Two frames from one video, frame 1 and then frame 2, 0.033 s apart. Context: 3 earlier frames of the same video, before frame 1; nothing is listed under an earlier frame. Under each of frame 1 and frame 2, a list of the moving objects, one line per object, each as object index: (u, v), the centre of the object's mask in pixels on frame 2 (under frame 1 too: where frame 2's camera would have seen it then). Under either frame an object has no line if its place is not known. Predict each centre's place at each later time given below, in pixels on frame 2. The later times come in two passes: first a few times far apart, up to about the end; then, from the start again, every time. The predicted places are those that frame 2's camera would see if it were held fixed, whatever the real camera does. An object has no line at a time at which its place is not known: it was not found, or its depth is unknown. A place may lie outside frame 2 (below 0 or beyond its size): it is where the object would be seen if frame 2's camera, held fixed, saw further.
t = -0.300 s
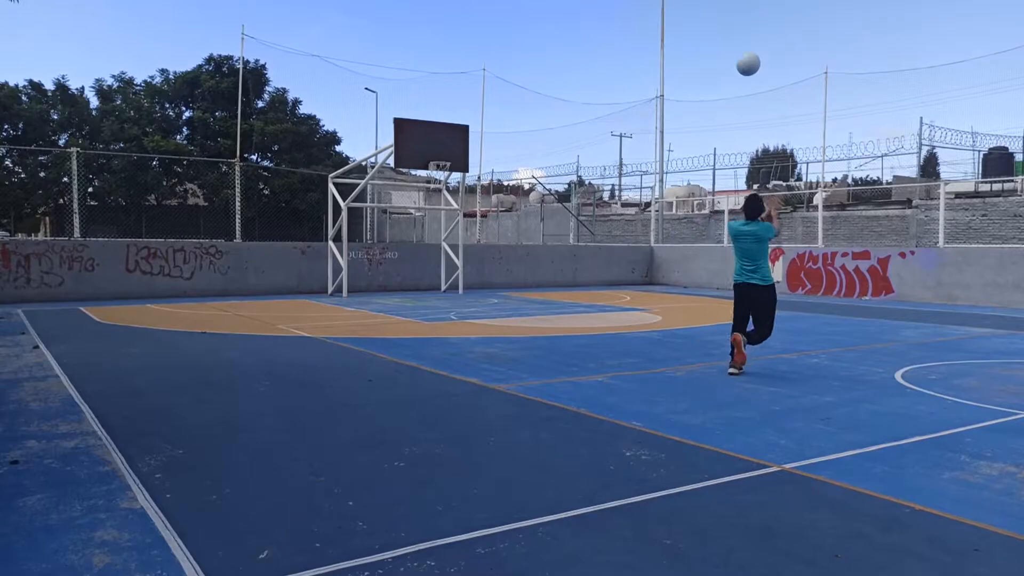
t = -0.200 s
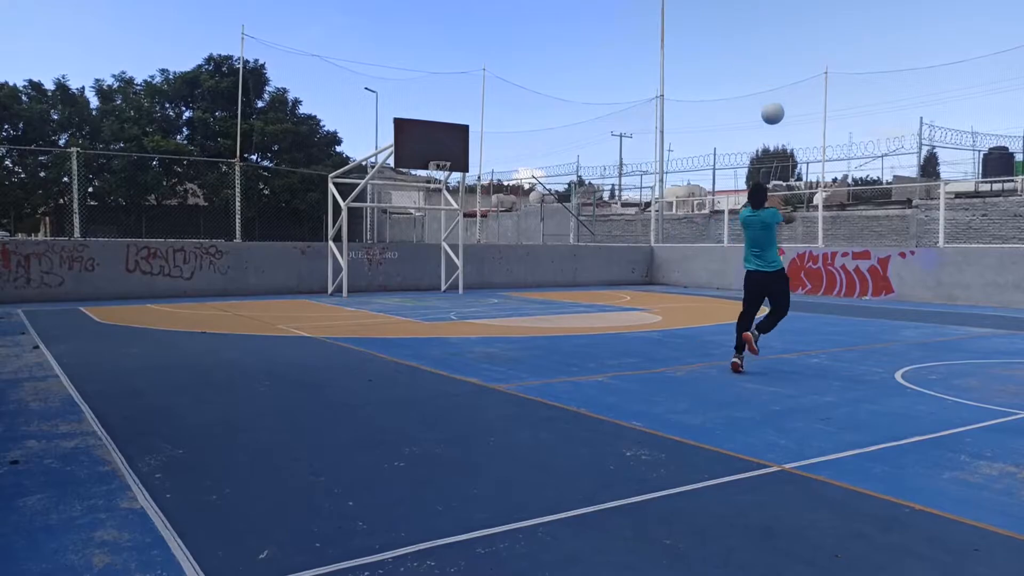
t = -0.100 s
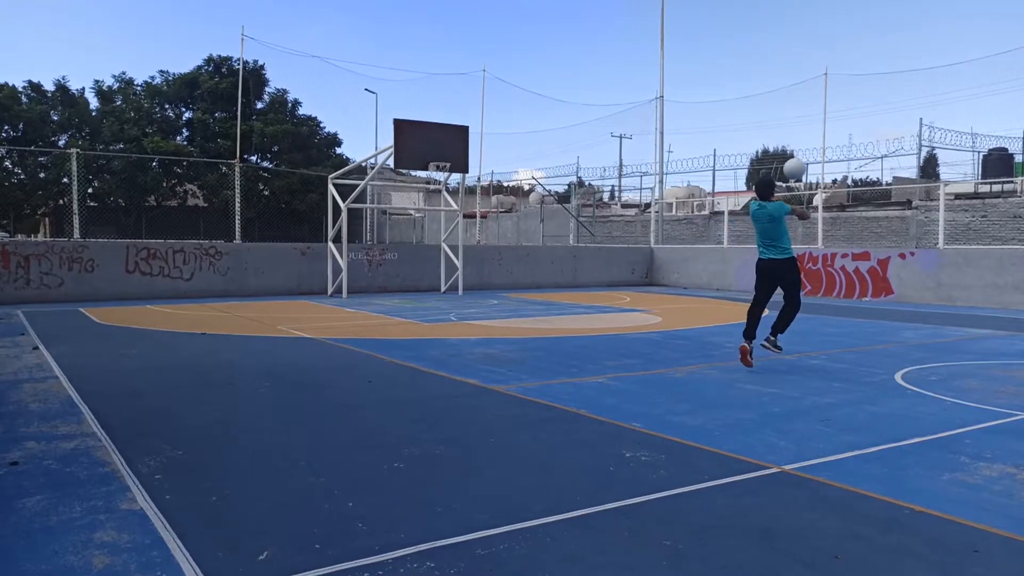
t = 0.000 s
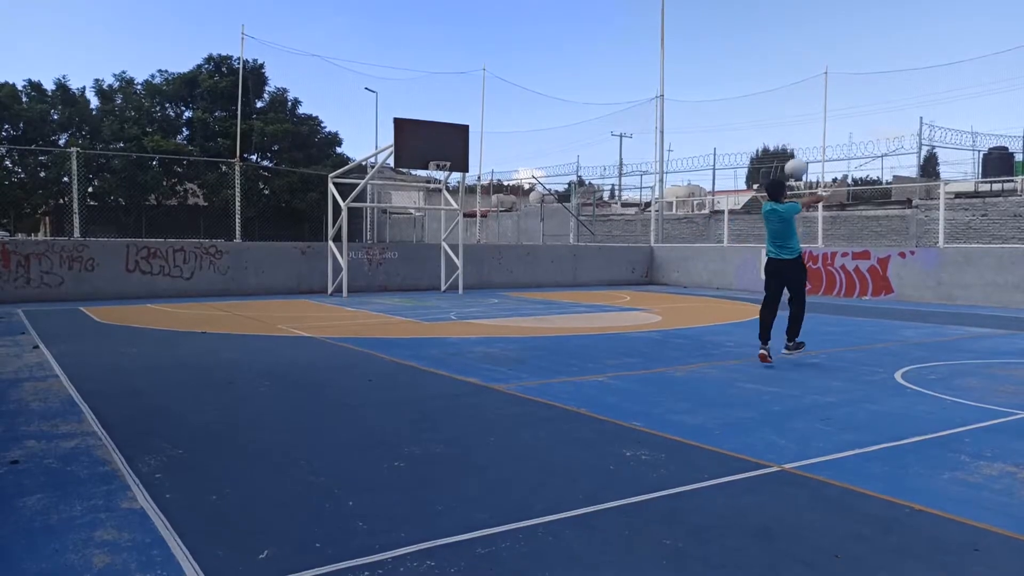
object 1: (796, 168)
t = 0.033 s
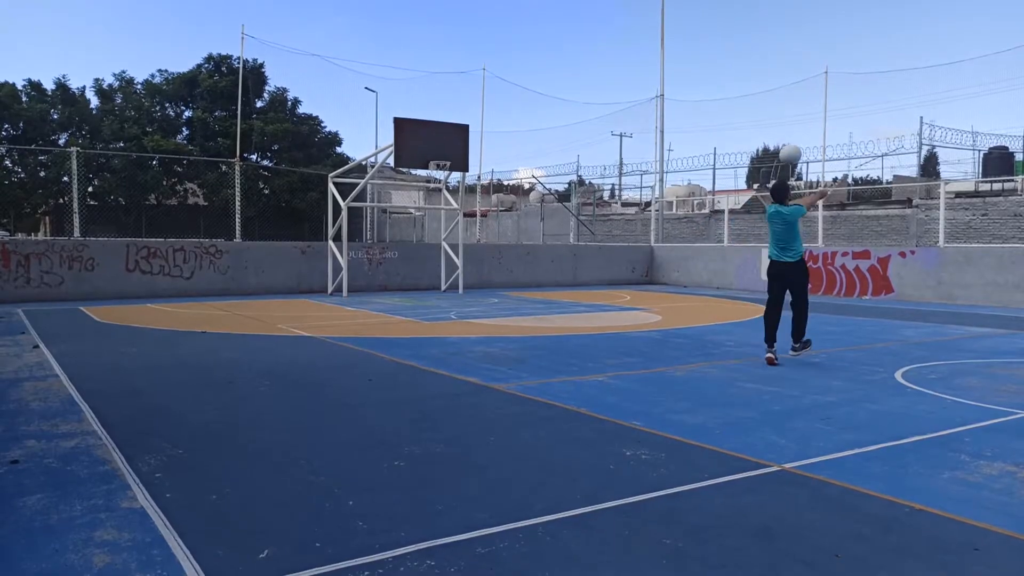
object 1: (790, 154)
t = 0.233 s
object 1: (757, 96)
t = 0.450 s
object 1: (720, 76)
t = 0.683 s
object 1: (680, 105)
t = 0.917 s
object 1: (640, 183)
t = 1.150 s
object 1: (601, 306)
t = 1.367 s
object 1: (567, 279)
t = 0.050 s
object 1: (787, 148)
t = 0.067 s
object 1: (785, 142)
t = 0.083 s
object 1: (782, 136)
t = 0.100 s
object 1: (779, 131)
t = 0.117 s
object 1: (776, 125)
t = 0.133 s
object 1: (774, 120)
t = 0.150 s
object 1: (771, 115)
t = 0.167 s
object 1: (768, 111)
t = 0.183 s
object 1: (766, 107)
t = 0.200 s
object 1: (763, 103)
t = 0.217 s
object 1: (760, 99)
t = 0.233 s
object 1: (757, 96)
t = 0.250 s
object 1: (755, 93)
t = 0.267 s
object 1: (752, 90)
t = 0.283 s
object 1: (749, 87)
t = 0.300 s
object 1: (746, 85)
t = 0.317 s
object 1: (743, 83)
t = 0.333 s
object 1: (740, 81)
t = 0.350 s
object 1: (737, 79)
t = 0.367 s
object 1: (734, 78)
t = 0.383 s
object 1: (731, 77)
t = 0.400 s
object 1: (729, 76)
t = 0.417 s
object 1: (726, 76)
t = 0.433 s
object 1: (723, 76)
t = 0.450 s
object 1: (720, 76)
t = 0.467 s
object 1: (717, 77)
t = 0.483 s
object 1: (714, 77)
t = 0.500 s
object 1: (711, 78)
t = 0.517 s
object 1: (708, 79)
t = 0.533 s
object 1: (706, 80)
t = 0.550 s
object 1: (703, 82)
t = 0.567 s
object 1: (700, 84)
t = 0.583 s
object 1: (697, 86)
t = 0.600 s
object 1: (694, 89)
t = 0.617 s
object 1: (691, 92)
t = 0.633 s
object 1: (689, 95)
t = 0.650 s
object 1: (686, 98)
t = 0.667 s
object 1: (683, 101)
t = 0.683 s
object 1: (680, 105)
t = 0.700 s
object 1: (677, 110)
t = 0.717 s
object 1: (674, 113)
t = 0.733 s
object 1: (672, 118)
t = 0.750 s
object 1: (669, 122)
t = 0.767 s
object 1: (666, 127)
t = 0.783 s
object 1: (663, 133)
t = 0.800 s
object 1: (660, 138)
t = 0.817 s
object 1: (657, 144)
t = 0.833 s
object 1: (654, 150)
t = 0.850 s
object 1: (651, 155)
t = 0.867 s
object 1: (648, 162)
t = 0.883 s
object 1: (645, 169)
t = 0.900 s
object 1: (643, 176)
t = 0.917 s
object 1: (640, 183)
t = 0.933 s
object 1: (637, 190)
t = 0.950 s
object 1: (634, 197)
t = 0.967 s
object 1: (631, 205)
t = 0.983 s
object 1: (629, 213)
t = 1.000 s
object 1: (625, 221)
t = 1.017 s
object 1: (623, 230)
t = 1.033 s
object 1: (620, 238)
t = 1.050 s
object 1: (617, 247)
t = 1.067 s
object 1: (614, 257)
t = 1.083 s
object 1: (612, 266)
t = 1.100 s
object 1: (609, 275)
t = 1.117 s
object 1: (606, 285)
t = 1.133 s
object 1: (604, 295)
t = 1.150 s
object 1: (601, 306)
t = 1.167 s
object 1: (598, 316)
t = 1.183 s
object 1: (595, 327)
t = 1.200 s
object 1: (592, 337)
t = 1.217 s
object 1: (590, 348)
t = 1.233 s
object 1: (587, 344)
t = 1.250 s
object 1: (584, 336)
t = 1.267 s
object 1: (582, 327)
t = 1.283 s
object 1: (580, 318)
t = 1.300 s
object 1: (577, 310)
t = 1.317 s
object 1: (574, 302)
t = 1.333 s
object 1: (572, 294)
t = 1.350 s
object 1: (570, 287)
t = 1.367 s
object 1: (567, 279)
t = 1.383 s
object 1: (565, 272)
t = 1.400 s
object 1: (562, 265)
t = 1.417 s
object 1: (560, 258)
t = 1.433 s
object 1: (557, 252)
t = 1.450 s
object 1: (555, 246)
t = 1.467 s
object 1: (553, 240)
